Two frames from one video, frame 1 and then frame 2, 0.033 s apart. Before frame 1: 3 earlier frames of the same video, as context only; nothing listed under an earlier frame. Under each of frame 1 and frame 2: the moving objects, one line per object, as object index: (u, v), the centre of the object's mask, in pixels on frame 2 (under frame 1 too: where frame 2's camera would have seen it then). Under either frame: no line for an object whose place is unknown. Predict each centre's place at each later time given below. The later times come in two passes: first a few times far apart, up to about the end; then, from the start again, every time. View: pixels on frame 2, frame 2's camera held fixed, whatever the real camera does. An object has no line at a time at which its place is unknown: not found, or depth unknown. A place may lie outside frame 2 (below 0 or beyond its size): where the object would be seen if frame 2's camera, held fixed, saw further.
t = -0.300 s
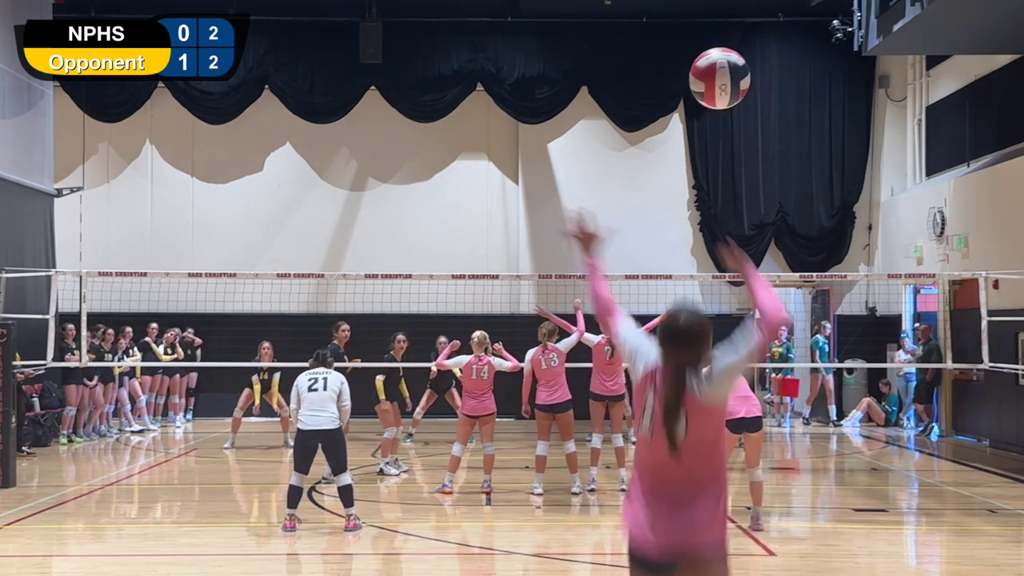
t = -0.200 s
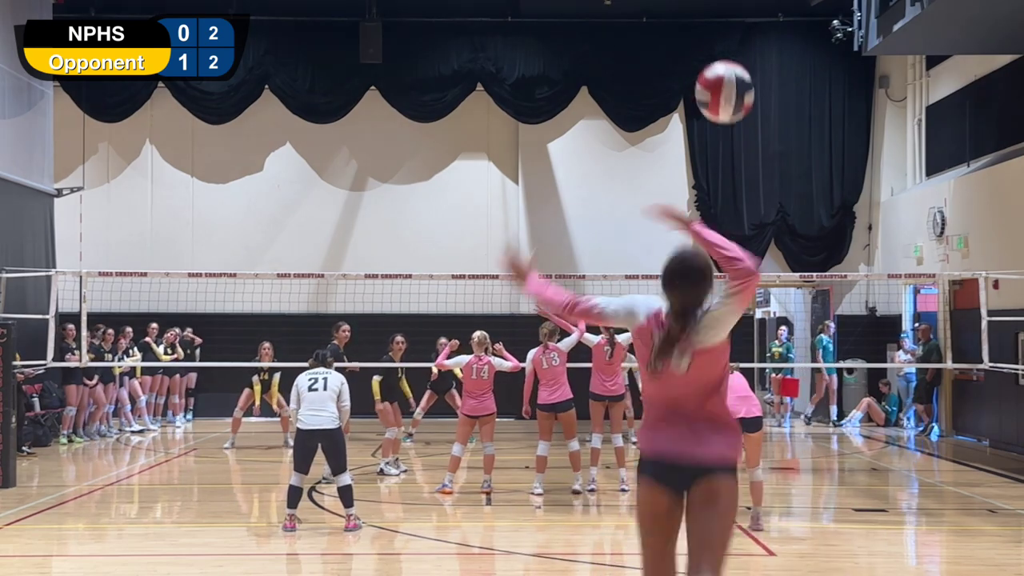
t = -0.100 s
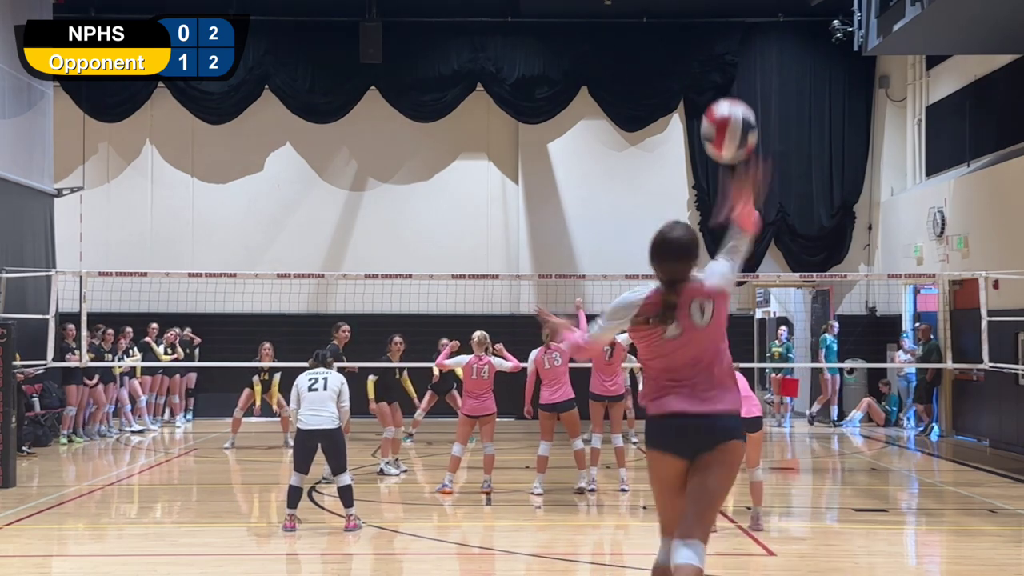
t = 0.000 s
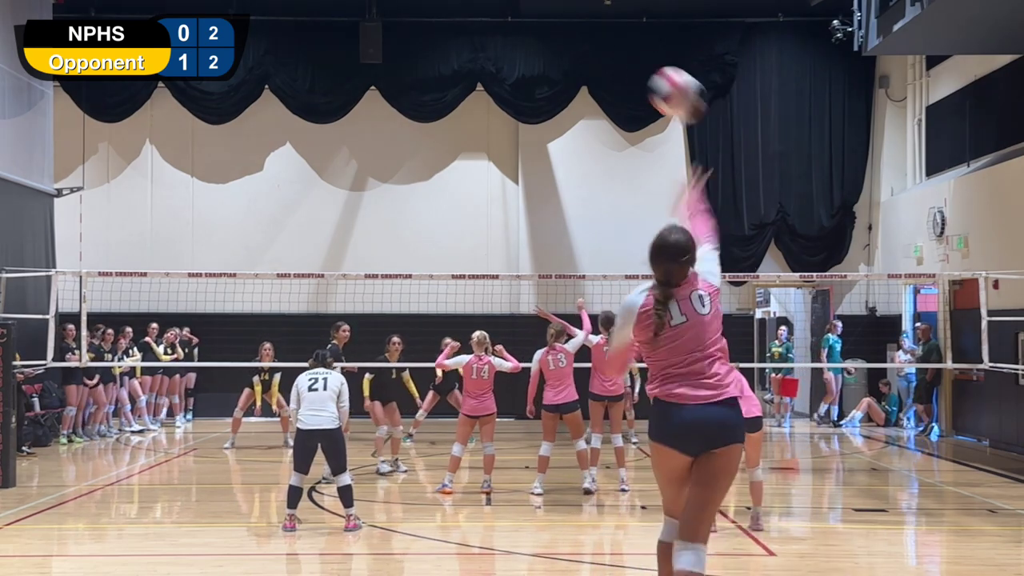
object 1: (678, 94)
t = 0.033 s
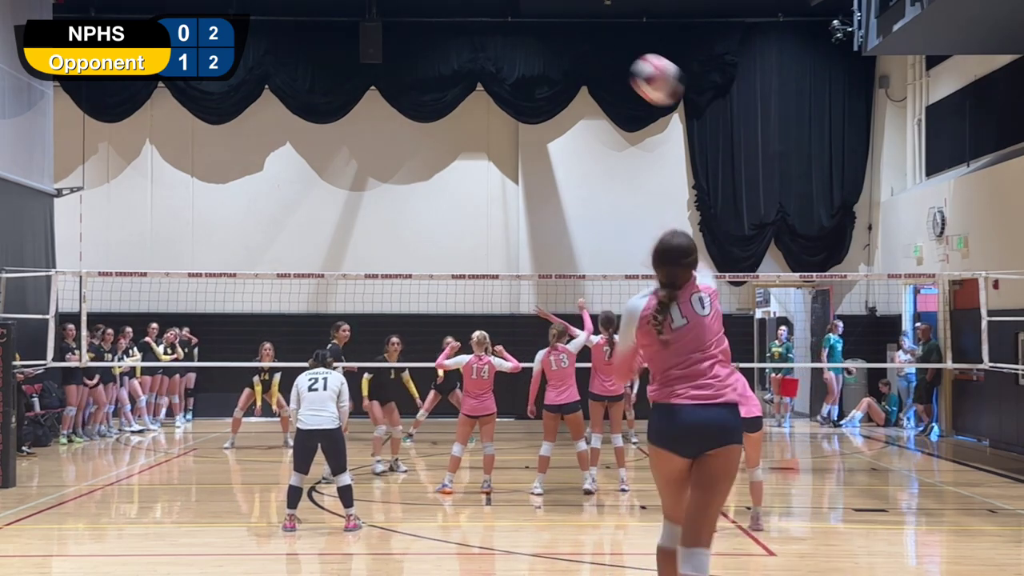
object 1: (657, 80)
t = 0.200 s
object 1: (582, 50)
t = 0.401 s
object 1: (529, 64)
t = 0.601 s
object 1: (492, 102)
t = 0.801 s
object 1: (462, 162)
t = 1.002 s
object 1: (440, 242)
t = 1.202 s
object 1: (427, 327)
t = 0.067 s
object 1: (639, 68)
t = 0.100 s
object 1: (623, 60)
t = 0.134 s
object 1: (608, 55)
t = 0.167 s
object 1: (595, 51)
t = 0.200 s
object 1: (582, 50)
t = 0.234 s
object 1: (571, 50)
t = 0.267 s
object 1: (561, 51)
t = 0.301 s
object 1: (552, 53)
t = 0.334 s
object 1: (544, 56)
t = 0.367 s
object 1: (536, 60)
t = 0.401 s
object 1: (529, 64)
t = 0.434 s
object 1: (522, 69)
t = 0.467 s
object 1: (515, 74)
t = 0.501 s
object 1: (509, 80)
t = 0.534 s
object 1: (503, 87)
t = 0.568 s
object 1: (498, 94)
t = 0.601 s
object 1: (492, 102)
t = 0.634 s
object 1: (485, 111)
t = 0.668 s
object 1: (480, 120)
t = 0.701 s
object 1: (475, 130)
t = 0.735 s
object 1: (470, 140)
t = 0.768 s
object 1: (466, 150)
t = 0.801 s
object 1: (462, 162)
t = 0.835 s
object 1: (457, 175)
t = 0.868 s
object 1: (453, 187)
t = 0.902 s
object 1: (450, 200)
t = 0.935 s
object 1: (447, 214)
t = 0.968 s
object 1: (443, 227)
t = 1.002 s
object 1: (440, 242)
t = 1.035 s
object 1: (438, 255)
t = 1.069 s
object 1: (436, 267)
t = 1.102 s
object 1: (433, 285)
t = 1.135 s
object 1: (431, 299)
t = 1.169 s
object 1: (428, 315)
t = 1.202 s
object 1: (427, 327)
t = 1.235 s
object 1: (427, 342)
